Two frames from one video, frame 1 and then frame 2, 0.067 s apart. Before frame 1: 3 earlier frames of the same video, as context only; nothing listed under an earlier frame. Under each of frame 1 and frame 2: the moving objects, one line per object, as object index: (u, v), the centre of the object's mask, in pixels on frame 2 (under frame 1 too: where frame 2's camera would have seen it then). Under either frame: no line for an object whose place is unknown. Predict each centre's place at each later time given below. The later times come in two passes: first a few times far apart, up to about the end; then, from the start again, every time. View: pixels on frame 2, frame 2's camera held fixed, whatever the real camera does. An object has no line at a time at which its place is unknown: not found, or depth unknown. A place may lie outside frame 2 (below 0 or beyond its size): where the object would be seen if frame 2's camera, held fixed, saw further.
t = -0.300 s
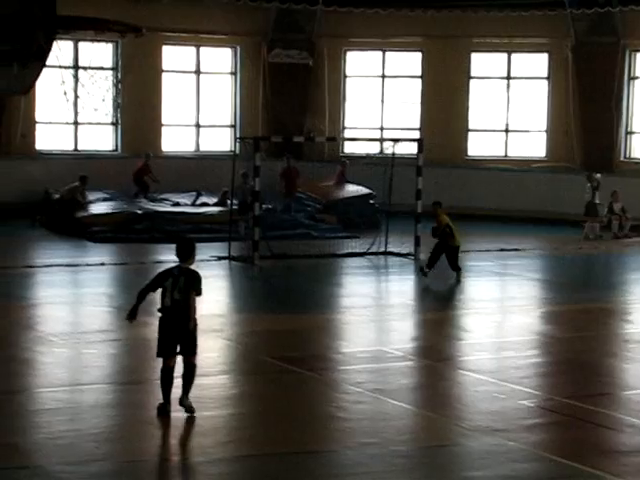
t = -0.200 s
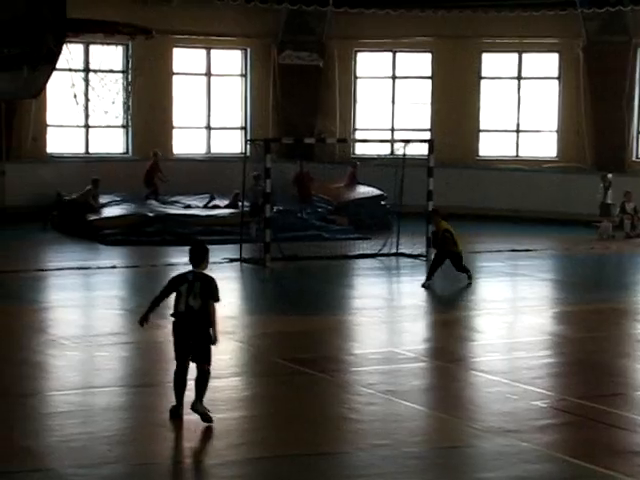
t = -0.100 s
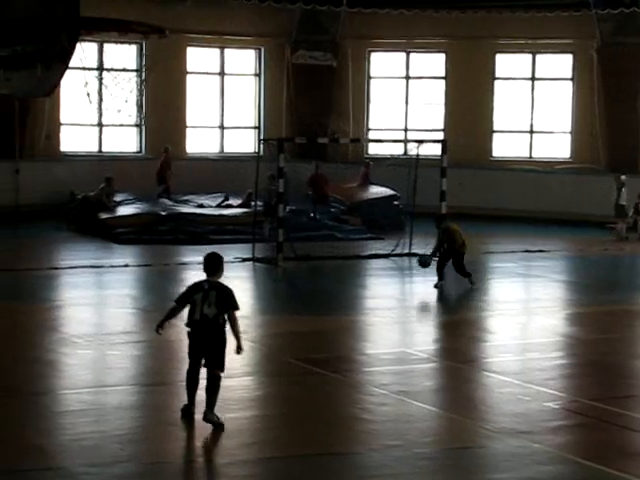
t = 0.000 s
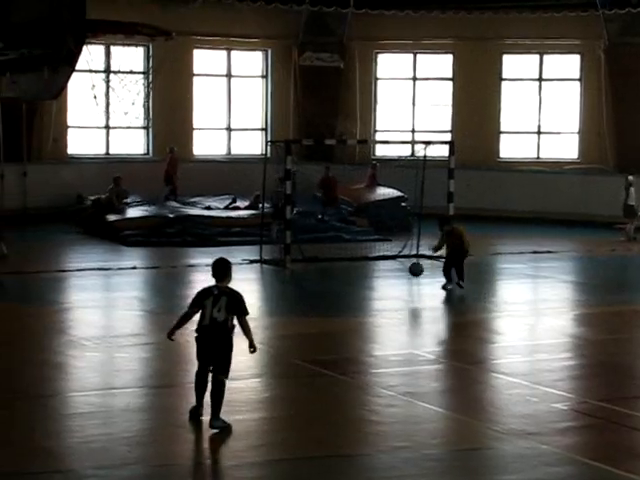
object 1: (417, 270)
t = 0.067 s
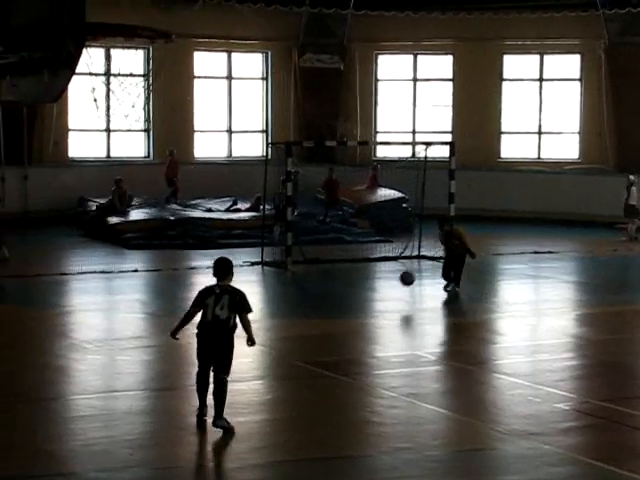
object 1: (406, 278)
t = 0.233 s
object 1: (379, 303)
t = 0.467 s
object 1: (344, 314)
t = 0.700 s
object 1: (308, 332)
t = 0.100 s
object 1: (401, 283)
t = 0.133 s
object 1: (395, 290)
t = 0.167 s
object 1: (389, 298)
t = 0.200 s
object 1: (384, 305)
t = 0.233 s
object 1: (379, 303)
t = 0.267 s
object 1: (374, 302)
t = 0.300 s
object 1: (370, 301)
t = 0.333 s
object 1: (365, 301)
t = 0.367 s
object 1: (360, 303)
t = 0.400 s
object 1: (356, 306)
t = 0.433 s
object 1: (350, 309)
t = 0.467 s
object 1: (344, 314)
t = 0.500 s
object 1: (339, 319)
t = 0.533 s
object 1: (333, 326)
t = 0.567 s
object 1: (328, 336)
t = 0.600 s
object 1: (324, 333)
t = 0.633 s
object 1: (318, 331)
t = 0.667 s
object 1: (314, 331)
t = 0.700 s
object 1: (308, 332)
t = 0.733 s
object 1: (302, 333)
